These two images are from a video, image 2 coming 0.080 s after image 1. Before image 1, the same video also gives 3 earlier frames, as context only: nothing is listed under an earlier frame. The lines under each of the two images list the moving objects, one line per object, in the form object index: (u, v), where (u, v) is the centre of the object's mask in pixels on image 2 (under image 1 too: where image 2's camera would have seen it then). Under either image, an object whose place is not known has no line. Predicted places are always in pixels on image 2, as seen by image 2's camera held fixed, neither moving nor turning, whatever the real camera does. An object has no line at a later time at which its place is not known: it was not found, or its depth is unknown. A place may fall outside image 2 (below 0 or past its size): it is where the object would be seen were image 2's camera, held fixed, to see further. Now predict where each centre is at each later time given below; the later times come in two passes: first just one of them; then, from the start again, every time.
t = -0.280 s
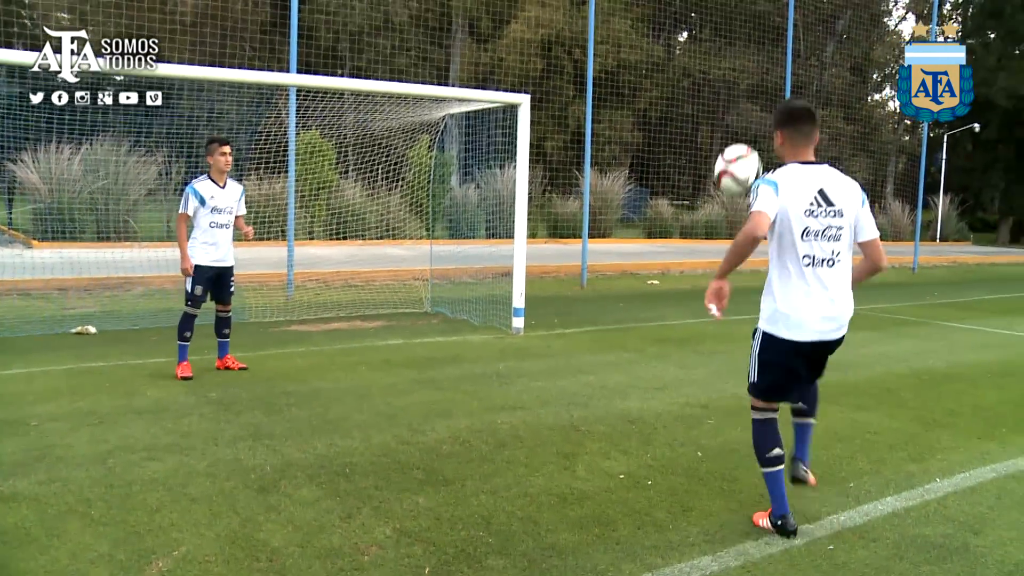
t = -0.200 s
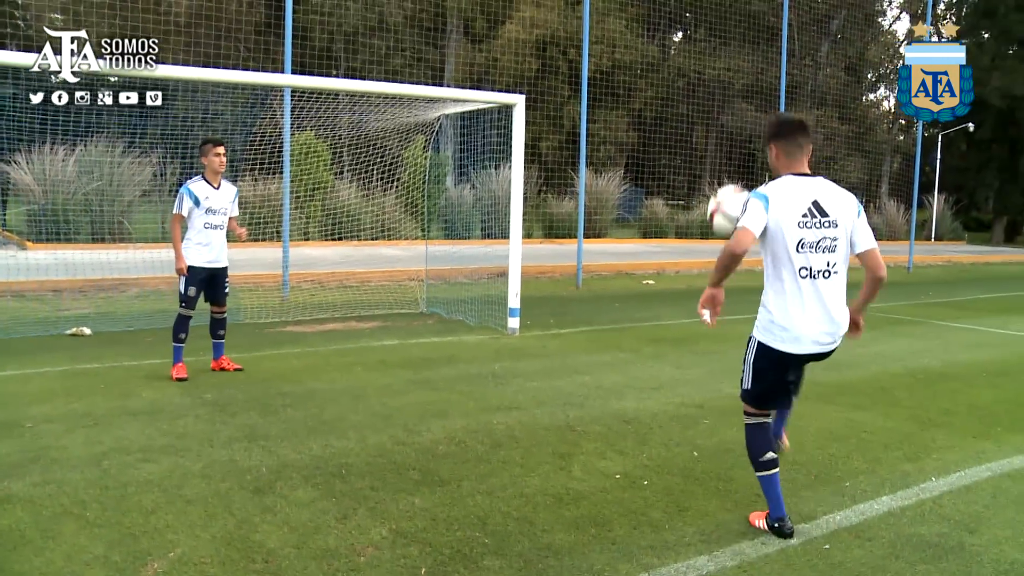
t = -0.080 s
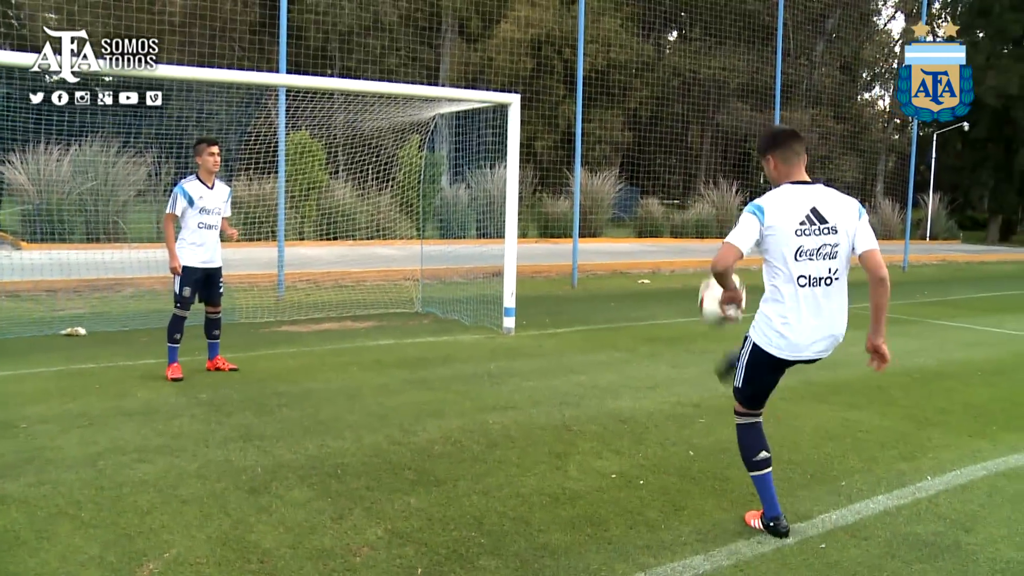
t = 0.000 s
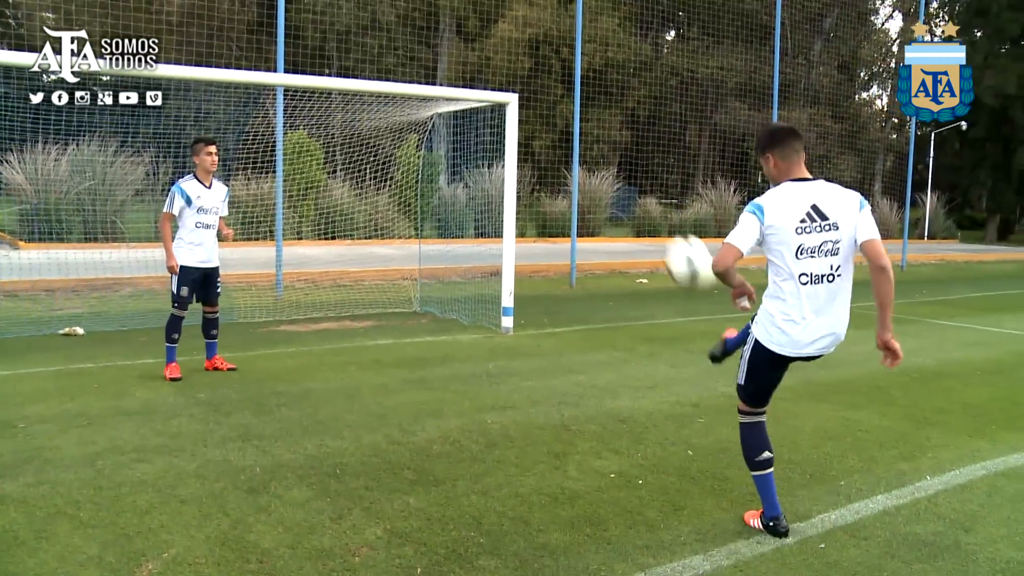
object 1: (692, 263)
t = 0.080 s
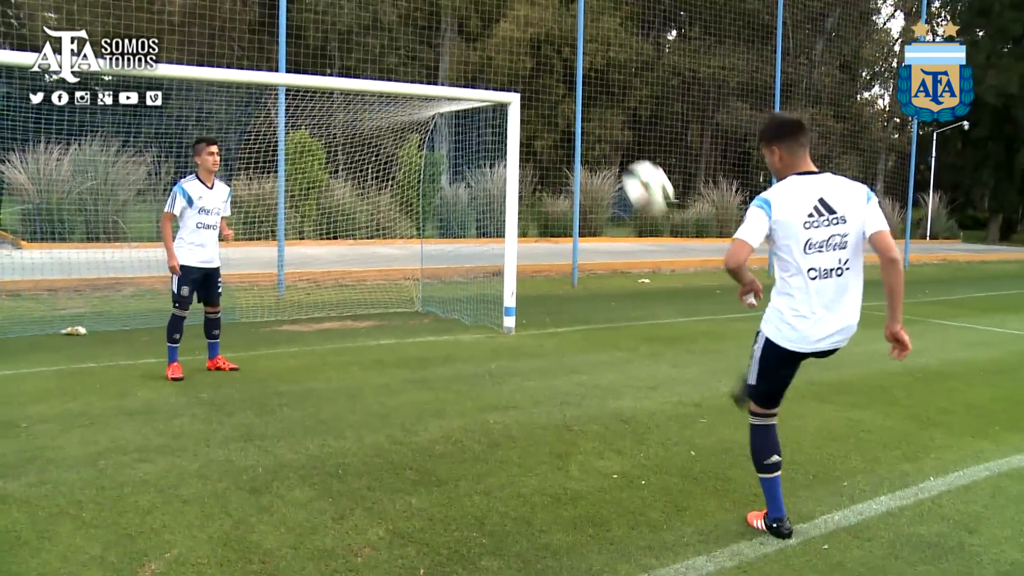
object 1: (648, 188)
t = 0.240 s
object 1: (563, 84)
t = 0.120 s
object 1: (626, 155)
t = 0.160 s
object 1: (605, 129)
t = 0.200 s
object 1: (585, 104)
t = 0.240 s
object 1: (563, 84)
